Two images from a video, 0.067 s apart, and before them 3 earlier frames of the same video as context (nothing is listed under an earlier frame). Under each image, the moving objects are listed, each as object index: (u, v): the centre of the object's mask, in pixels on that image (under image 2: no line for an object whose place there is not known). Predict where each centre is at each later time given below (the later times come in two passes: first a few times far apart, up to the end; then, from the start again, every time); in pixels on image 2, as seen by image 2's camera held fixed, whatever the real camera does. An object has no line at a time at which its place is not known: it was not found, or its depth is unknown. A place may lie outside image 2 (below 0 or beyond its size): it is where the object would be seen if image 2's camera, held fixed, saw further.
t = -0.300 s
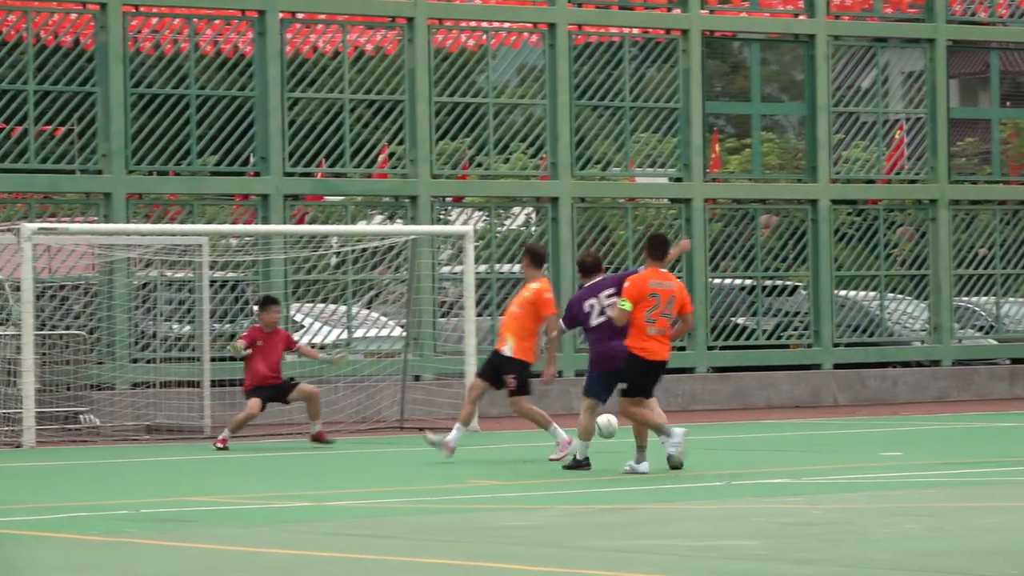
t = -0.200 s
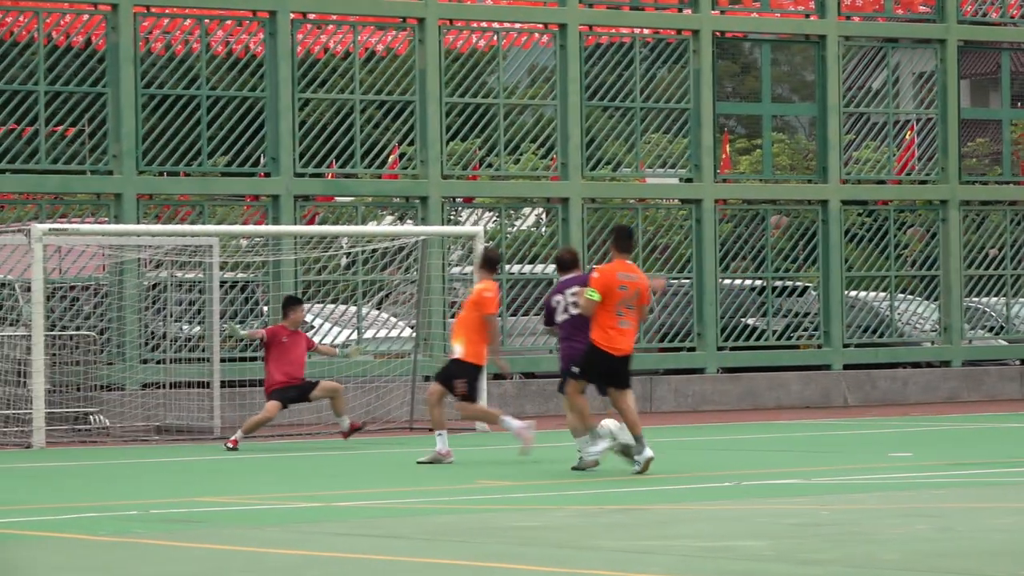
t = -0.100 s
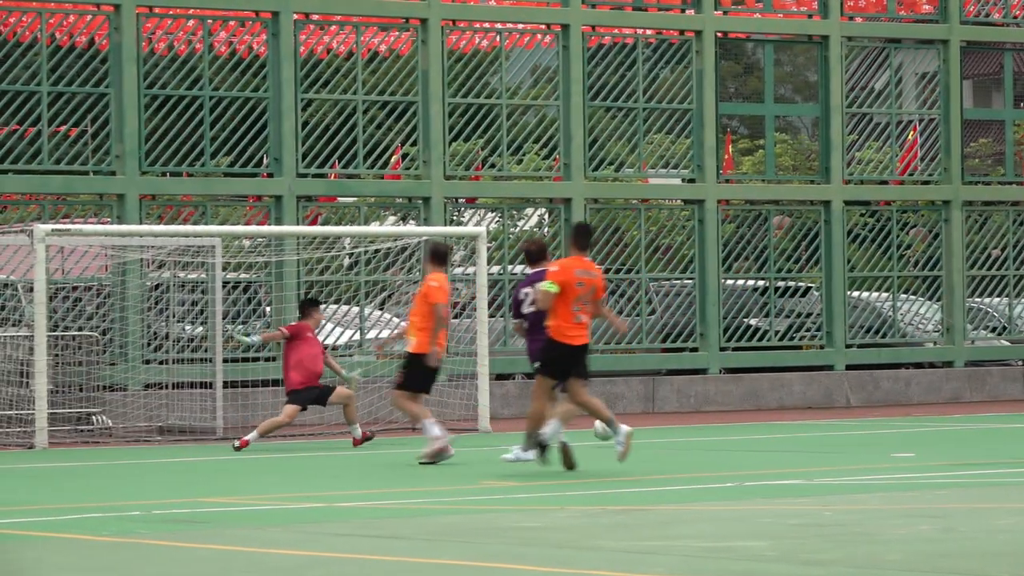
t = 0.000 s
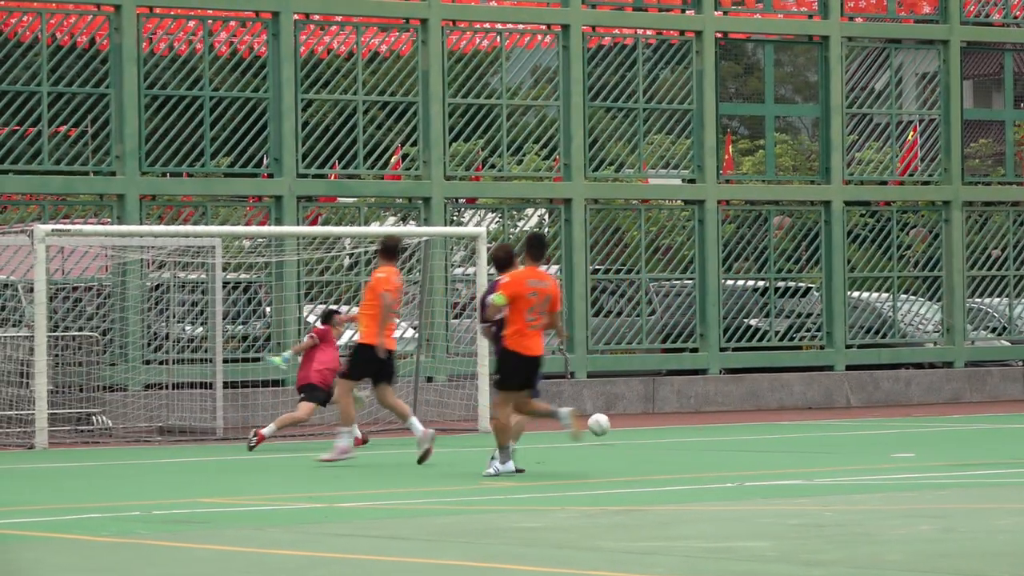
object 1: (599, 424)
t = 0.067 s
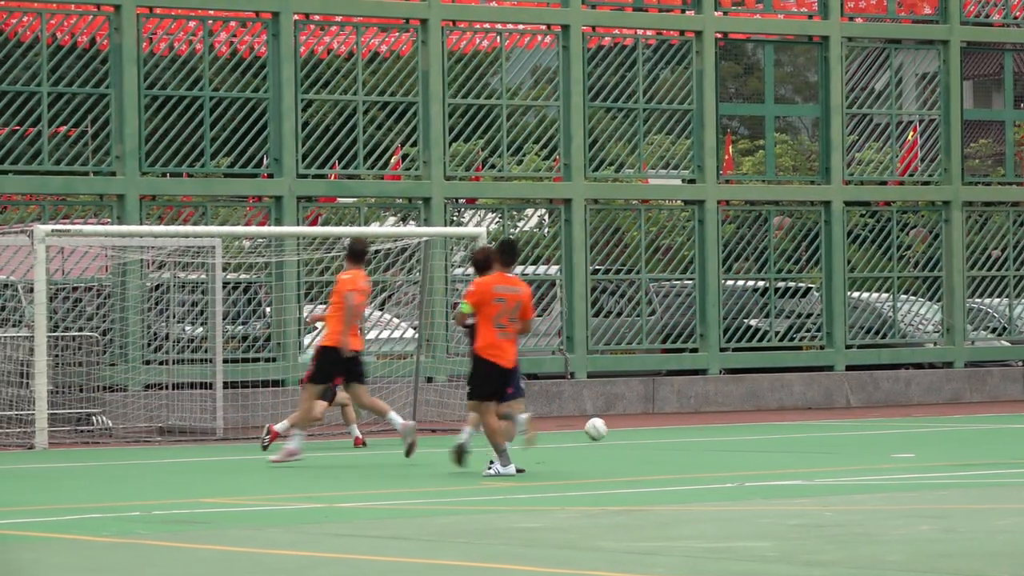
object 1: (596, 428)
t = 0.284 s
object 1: (586, 420)
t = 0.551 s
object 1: (580, 419)
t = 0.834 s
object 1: (578, 415)
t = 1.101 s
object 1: (578, 409)
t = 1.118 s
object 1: (578, 409)
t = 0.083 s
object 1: (595, 429)
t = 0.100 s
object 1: (594, 428)
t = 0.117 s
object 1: (593, 425)
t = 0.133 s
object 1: (592, 423)
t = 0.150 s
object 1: (591, 422)
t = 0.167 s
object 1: (591, 420)
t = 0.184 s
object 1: (590, 420)
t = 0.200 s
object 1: (589, 419)
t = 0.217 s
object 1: (588, 418)
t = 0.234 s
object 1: (588, 418)
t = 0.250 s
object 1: (587, 418)
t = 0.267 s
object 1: (587, 419)
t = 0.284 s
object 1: (586, 420)
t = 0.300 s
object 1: (585, 421)
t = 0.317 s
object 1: (585, 423)
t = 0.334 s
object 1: (585, 424)
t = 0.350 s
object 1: (584, 423)
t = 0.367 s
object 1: (584, 422)
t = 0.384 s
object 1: (584, 420)
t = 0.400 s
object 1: (583, 419)
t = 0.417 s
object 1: (583, 418)
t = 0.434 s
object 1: (582, 418)
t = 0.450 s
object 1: (582, 418)
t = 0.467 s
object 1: (582, 418)
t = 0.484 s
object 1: (582, 419)
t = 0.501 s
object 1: (582, 419)
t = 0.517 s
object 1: (581, 421)
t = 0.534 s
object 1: (581, 421)
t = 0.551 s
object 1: (580, 419)
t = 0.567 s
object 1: (580, 418)
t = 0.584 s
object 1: (580, 417)
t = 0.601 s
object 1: (580, 417)
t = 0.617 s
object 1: (579, 417)
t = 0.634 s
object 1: (579, 417)
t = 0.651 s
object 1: (579, 417)
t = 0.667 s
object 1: (579, 418)
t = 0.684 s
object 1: (579, 418)
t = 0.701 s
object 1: (578, 417)
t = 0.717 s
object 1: (578, 416)
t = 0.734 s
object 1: (578, 415)
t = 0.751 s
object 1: (578, 414)
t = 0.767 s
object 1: (578, 414)
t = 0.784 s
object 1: (578, 414)
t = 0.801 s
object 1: (578, 414)
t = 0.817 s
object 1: (578, 414)
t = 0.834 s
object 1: (578, 415)
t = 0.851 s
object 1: (578, 415)
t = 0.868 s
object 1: (578, 414)
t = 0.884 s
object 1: (578, 412)
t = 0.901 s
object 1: (578, 411)
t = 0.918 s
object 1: (578, 411)
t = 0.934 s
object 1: (577, 410)
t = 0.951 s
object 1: (578, 410)
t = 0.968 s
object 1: (578, 409)
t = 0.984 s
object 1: (578, 410)
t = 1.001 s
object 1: (578, 410)
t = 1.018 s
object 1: (578, 411)
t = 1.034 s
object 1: (578, 412)
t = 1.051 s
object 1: (578, 411)
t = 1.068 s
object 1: (578, 410)
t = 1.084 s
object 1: (578, 410)
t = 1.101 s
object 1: (578, 409)
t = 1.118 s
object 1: (578, 409)
